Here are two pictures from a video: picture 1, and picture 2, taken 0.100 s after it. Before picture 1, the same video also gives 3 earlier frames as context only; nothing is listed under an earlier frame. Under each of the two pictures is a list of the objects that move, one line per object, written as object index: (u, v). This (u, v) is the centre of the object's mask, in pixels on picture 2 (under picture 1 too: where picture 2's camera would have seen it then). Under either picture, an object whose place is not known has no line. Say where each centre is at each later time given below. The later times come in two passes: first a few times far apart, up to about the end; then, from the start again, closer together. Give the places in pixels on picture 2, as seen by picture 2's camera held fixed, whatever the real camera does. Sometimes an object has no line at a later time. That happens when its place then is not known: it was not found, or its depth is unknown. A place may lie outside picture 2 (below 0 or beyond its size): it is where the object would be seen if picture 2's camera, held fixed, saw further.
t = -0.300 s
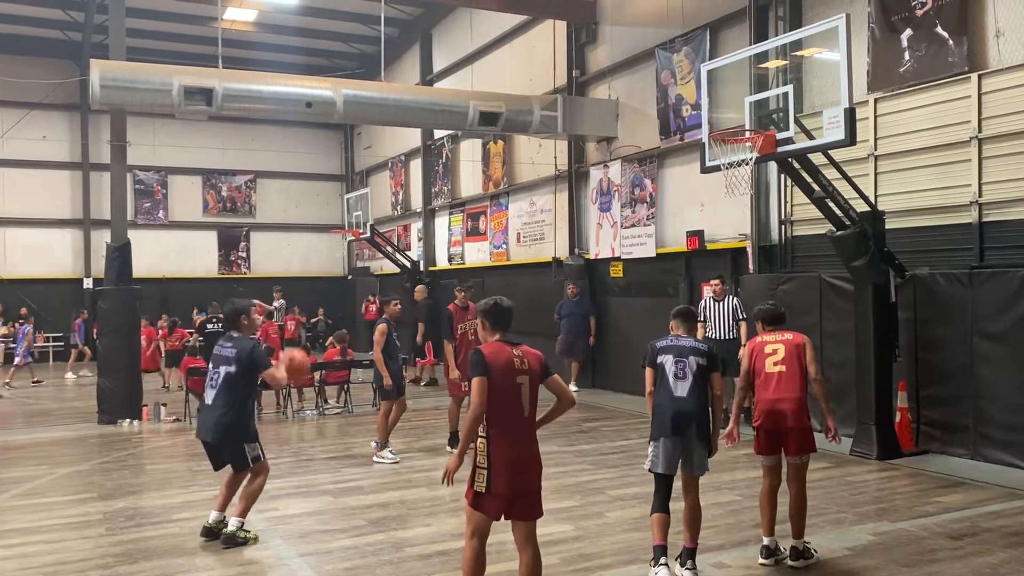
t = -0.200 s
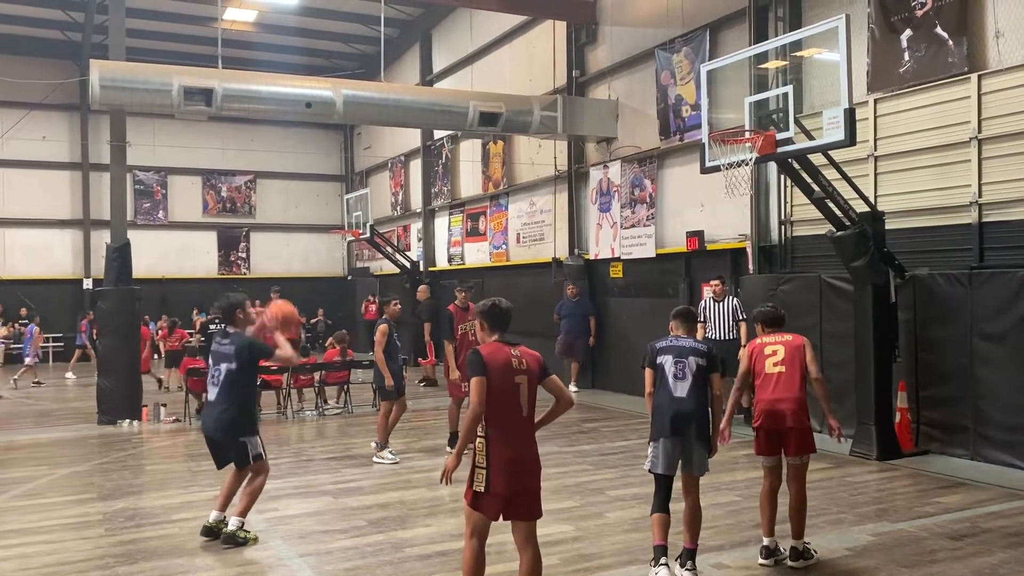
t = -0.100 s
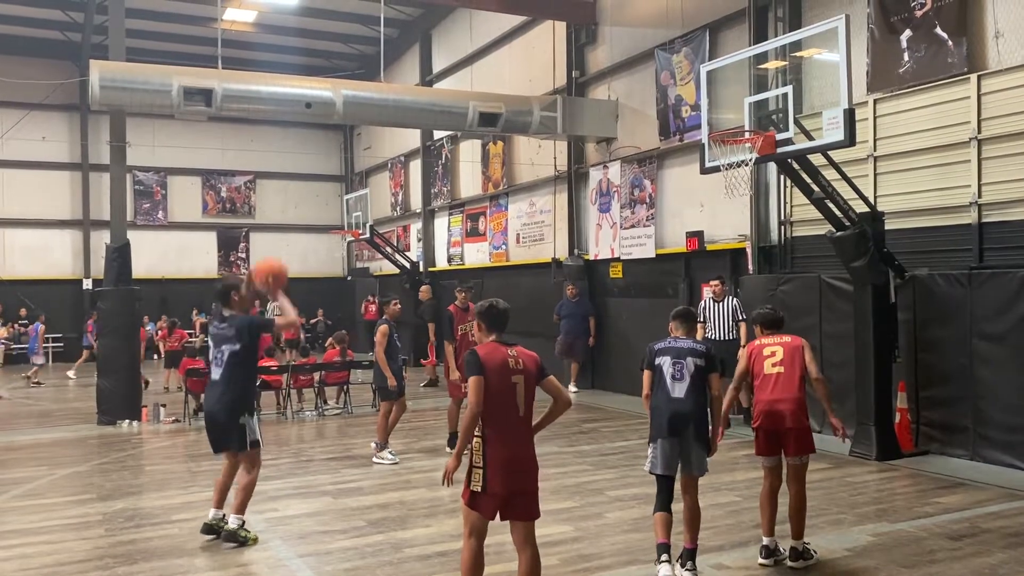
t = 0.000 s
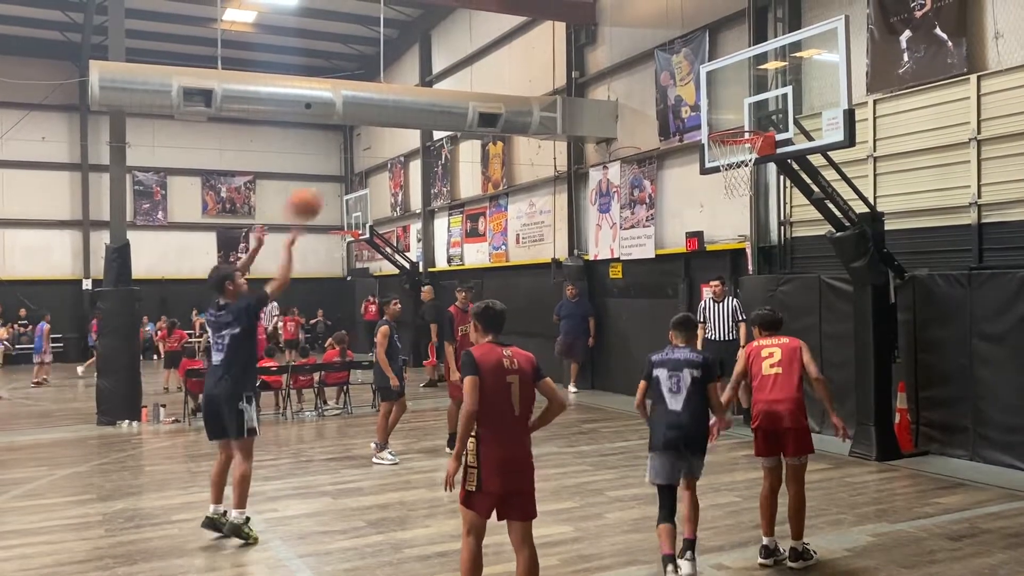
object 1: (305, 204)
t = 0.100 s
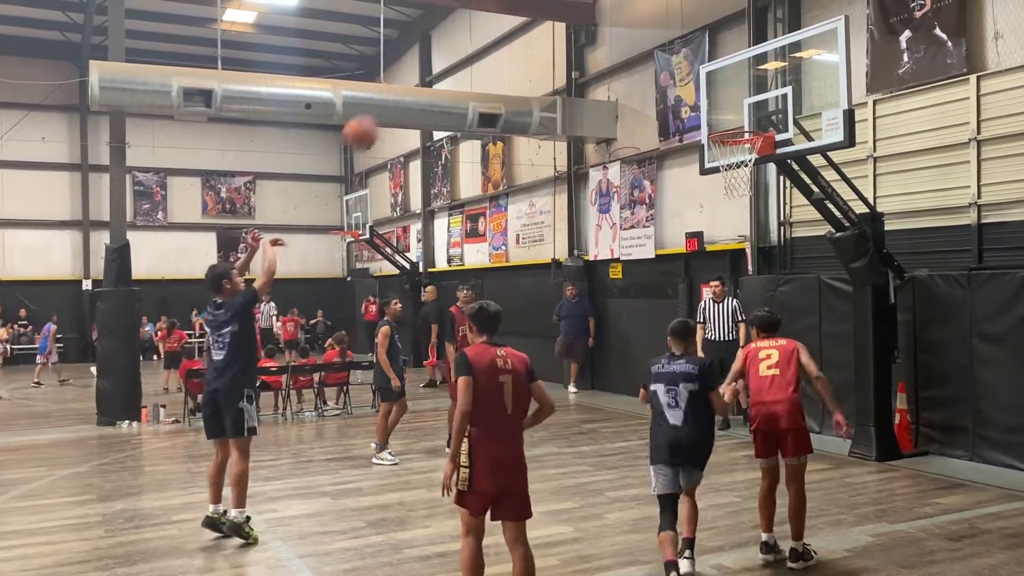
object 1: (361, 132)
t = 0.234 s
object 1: (430, 65)
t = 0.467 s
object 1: (540, 9)
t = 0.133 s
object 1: (378, 114)
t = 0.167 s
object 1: (394, 98)
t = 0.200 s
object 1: (414, 80)
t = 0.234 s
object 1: (430, 65)
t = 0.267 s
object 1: (447, 52)
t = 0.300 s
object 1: (464, 42)
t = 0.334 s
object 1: (479, 33)
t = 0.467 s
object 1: (540, 9)
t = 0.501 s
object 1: (554, 7)
